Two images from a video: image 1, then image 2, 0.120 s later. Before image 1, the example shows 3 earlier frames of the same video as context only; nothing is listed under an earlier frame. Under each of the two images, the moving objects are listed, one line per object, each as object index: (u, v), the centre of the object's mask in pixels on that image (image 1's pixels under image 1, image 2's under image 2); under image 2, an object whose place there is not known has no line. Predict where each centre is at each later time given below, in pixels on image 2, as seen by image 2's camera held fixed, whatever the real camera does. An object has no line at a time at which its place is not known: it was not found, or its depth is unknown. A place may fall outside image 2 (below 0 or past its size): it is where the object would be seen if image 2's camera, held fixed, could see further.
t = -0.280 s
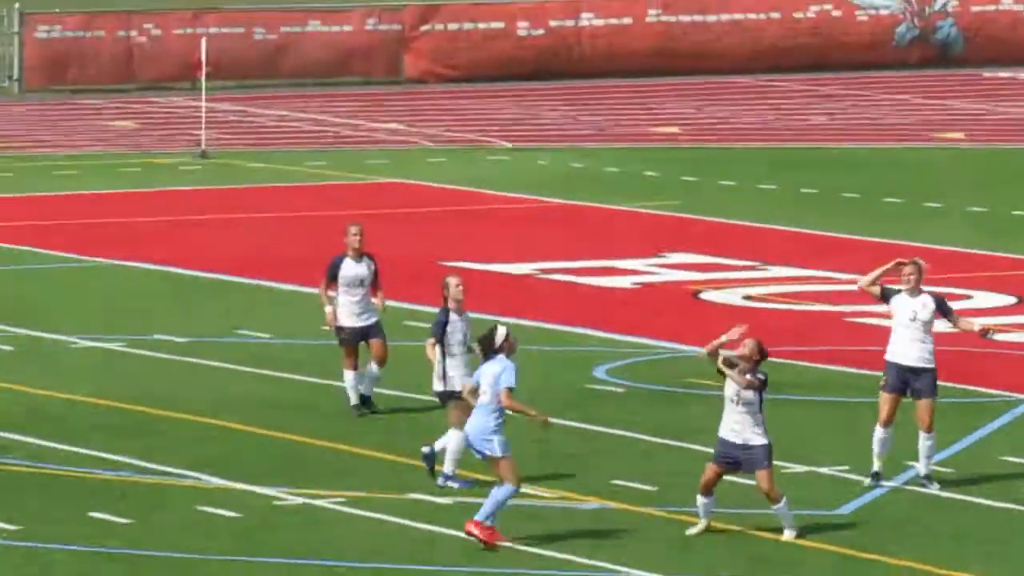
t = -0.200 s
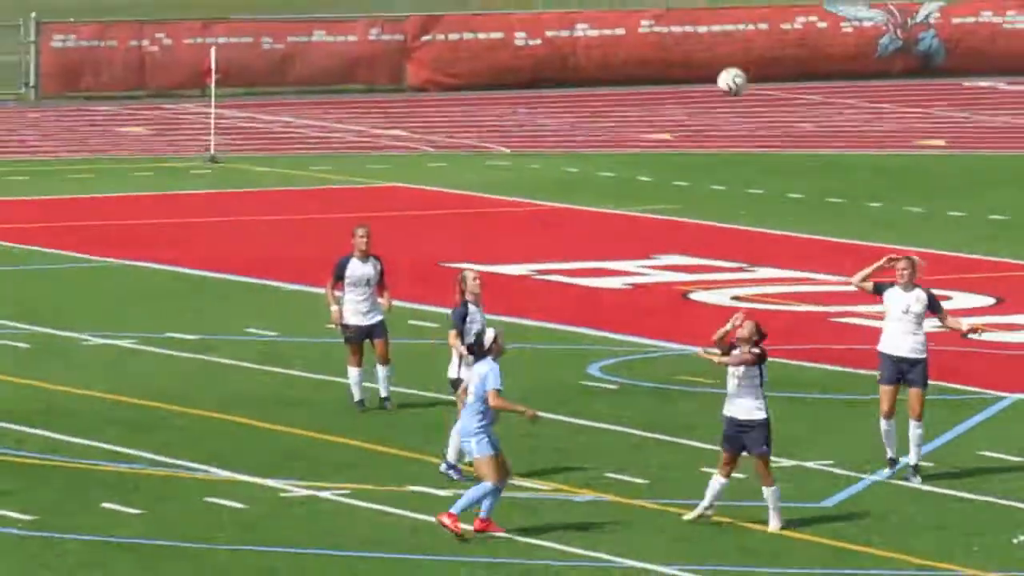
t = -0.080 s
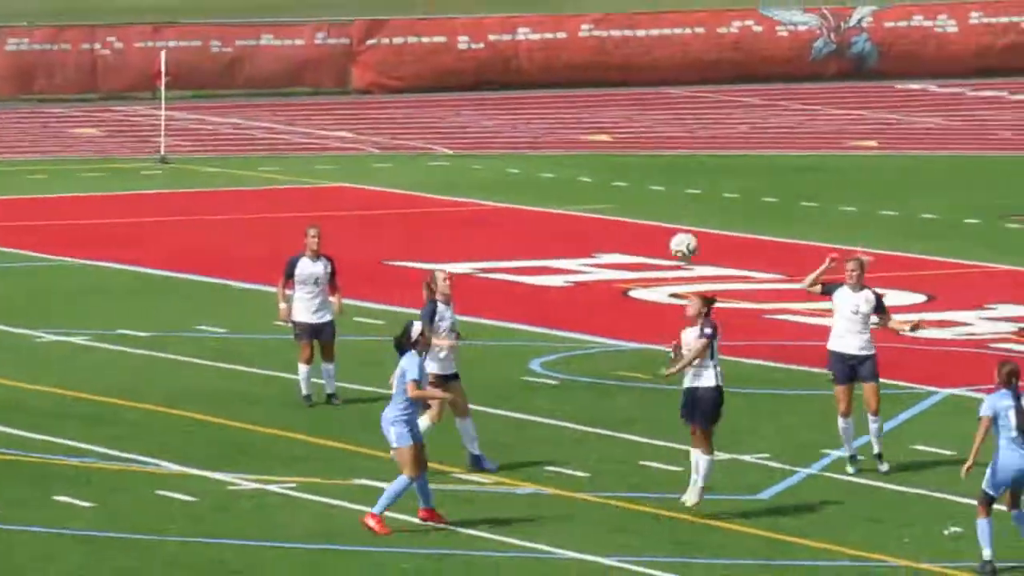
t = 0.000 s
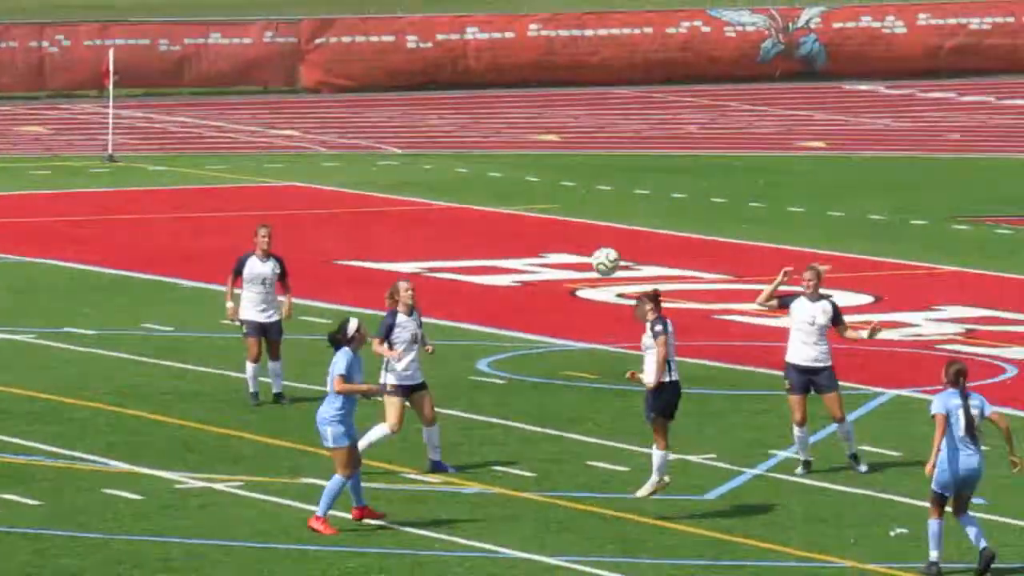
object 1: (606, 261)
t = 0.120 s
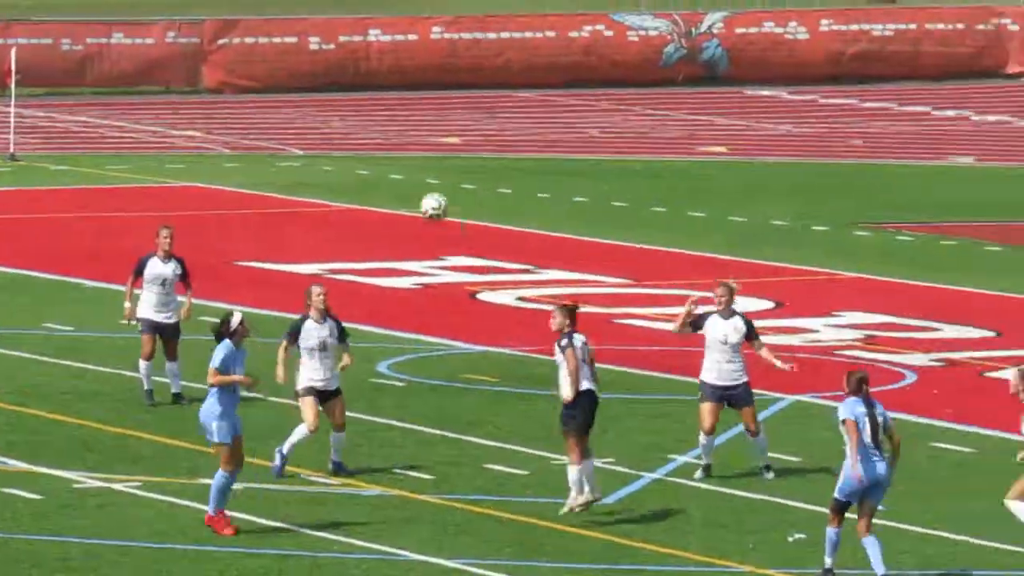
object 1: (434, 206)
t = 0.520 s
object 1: (198, 153)
